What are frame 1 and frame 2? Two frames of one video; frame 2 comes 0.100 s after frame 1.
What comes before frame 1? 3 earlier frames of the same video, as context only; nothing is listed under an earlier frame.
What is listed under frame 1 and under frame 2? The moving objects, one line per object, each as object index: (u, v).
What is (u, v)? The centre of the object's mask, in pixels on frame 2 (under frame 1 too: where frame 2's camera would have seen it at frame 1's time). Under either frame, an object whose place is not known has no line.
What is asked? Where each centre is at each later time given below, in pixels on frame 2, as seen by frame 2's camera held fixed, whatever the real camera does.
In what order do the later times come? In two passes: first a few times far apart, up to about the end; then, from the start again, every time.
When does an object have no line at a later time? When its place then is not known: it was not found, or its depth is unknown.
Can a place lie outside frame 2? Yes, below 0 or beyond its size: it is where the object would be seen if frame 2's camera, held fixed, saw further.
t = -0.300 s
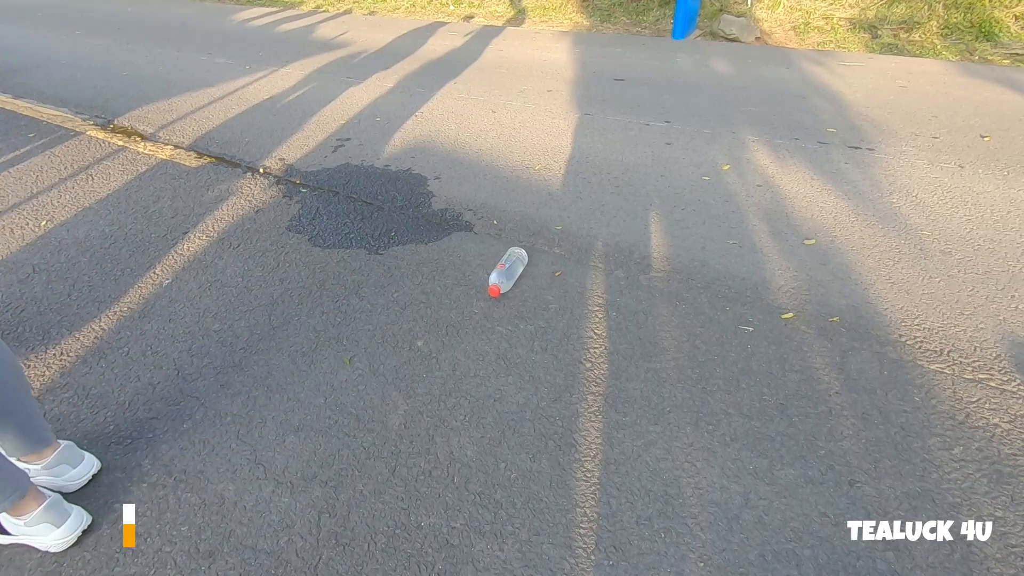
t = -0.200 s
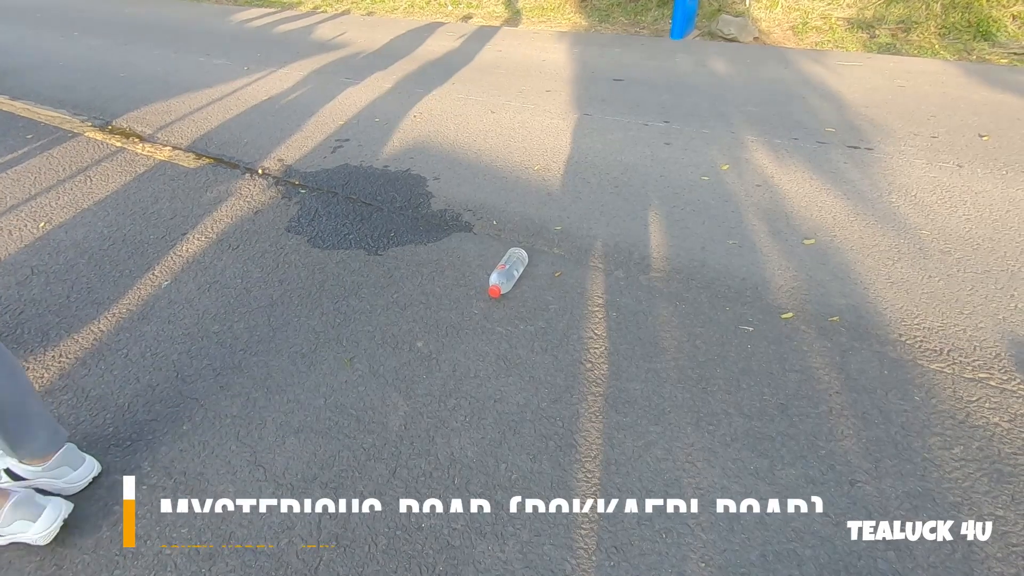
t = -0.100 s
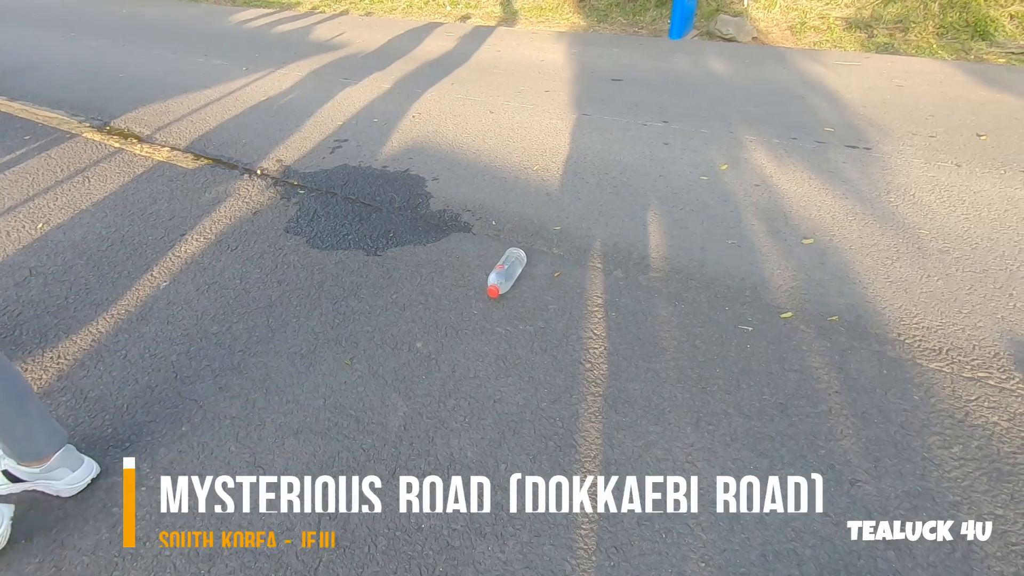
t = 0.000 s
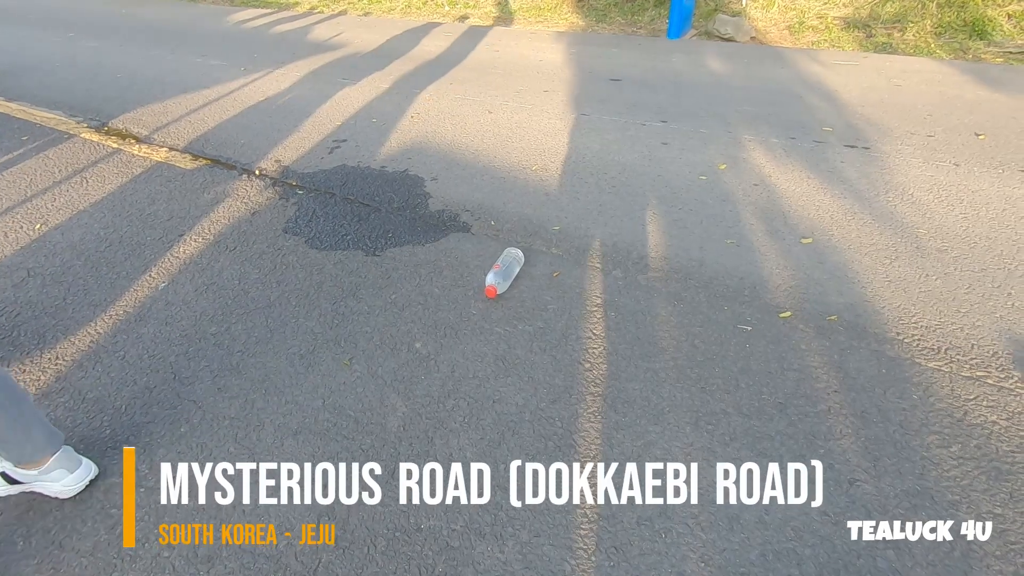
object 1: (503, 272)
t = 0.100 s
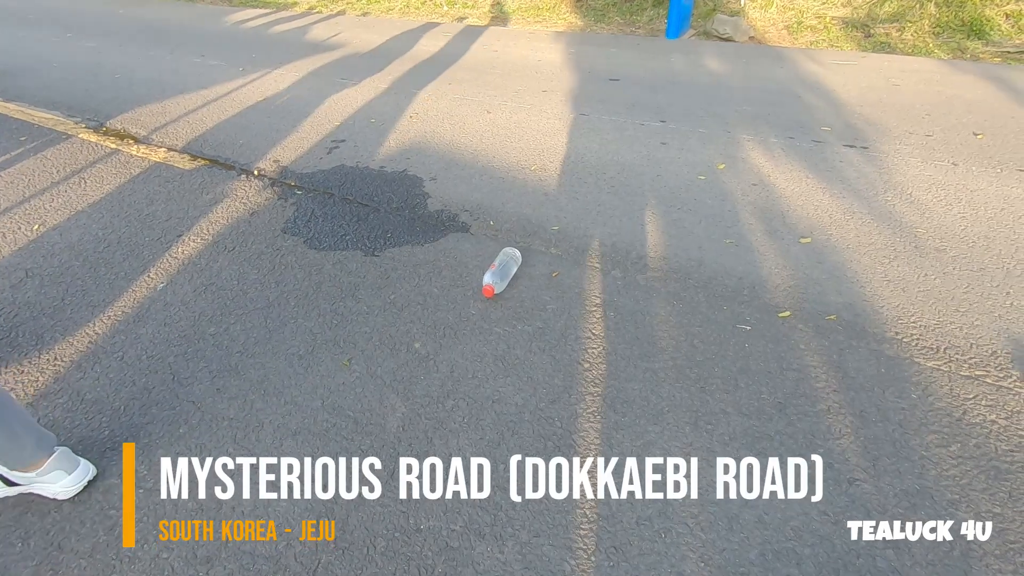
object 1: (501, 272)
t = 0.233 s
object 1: (499, 271)
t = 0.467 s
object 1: (491, 270)
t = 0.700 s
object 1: (482, 269)
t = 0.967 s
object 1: (471, 266)
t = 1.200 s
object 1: (460, 265)
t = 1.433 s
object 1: (448, 263)
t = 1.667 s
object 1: (439, 261)
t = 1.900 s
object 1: (430, 259)
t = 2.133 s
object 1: (418, 257)
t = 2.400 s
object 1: (406, 254)
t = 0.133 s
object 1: (500, 272)
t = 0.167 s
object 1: (500, 272)
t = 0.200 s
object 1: (499, 271)
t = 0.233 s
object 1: (499, 271)
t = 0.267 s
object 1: (498, 271)
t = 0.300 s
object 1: (497, 271)
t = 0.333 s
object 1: (496, 271)
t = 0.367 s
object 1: (495, 271)
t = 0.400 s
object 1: (494, 271)
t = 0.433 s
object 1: (493, 270)
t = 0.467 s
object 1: (491, 270)
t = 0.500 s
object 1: (490, 270)
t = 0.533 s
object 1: (489, 270)
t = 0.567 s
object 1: (488, 269)
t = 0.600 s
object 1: (486, 269)
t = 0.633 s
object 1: (485, 269)
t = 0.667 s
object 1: (484, 269)
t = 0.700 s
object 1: (482, 269)
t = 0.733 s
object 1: (481, 268)
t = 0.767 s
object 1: (479, 268)
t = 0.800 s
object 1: (478, 268)
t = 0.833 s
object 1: (477, 268)
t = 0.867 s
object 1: (475, 267)
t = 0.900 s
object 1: (474, 267)
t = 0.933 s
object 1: (473, 267)
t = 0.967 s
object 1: (471, 266)
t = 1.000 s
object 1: (470, 266)
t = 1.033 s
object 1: (468, 266)
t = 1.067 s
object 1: (467, 266)
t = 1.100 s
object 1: (466, 266)
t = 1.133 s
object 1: (464, 265)
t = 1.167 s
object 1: (462, 265)
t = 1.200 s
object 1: (460, 265)
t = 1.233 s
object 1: (459, 264)
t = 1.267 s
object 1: (457, 264)
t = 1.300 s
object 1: (455, 264)
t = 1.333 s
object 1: (453, 264)
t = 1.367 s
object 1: (451, 263)
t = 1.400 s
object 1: (449, 263)
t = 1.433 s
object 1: (448, 263)
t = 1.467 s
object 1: (446, 262)
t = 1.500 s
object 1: (445, 262)
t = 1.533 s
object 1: (443, 262)
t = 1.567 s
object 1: (442, 262)
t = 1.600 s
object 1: (441, 262)
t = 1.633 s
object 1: (440, 261)
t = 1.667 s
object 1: (439, 261)
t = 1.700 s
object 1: (438, 261)
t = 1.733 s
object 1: (437, 261)
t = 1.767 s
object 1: (436, 260)
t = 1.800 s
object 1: (434, 260)
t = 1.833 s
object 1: (433, 260)
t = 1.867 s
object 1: (431, 259)
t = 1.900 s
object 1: (430, 259)
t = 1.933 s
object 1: (428, 259)
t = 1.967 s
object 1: (426, 259)
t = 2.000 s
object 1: (425, 258)
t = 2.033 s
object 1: (423, 258)
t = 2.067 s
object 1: (421, 257)
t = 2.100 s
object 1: (420, 257)
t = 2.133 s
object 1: (418, 257)
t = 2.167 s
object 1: (417, 256)
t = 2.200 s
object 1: (415, 256)
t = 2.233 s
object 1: (413, 255)
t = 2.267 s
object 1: (412, 255)
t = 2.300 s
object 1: (410, 255)
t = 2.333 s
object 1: (409, 254)
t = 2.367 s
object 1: (407, 254)
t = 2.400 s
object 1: (406, 254)
